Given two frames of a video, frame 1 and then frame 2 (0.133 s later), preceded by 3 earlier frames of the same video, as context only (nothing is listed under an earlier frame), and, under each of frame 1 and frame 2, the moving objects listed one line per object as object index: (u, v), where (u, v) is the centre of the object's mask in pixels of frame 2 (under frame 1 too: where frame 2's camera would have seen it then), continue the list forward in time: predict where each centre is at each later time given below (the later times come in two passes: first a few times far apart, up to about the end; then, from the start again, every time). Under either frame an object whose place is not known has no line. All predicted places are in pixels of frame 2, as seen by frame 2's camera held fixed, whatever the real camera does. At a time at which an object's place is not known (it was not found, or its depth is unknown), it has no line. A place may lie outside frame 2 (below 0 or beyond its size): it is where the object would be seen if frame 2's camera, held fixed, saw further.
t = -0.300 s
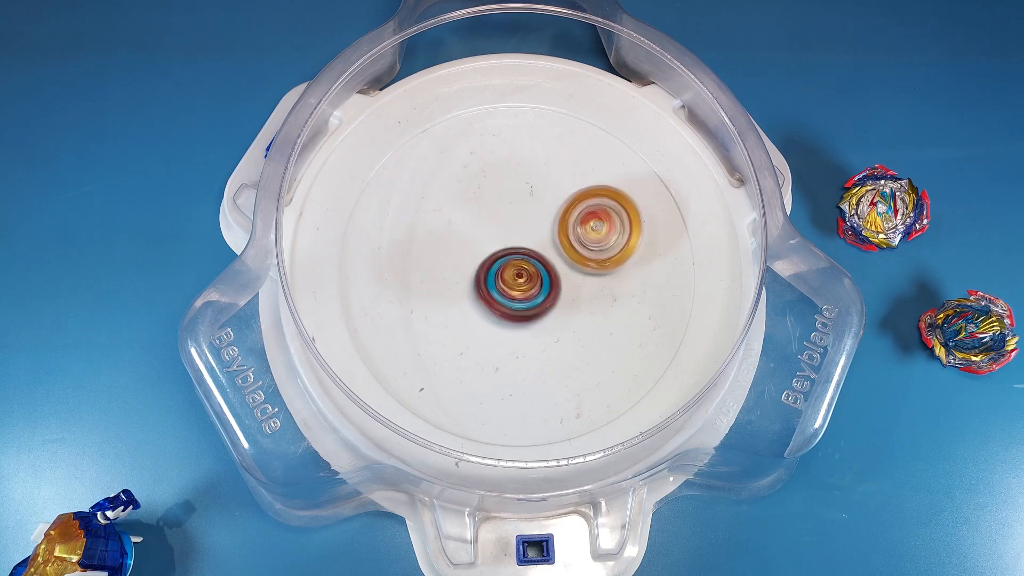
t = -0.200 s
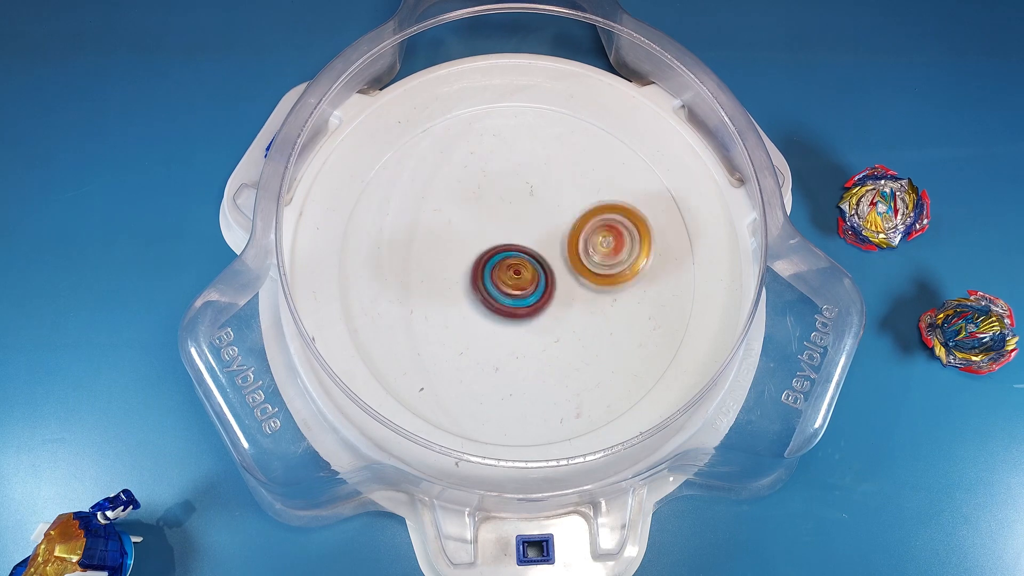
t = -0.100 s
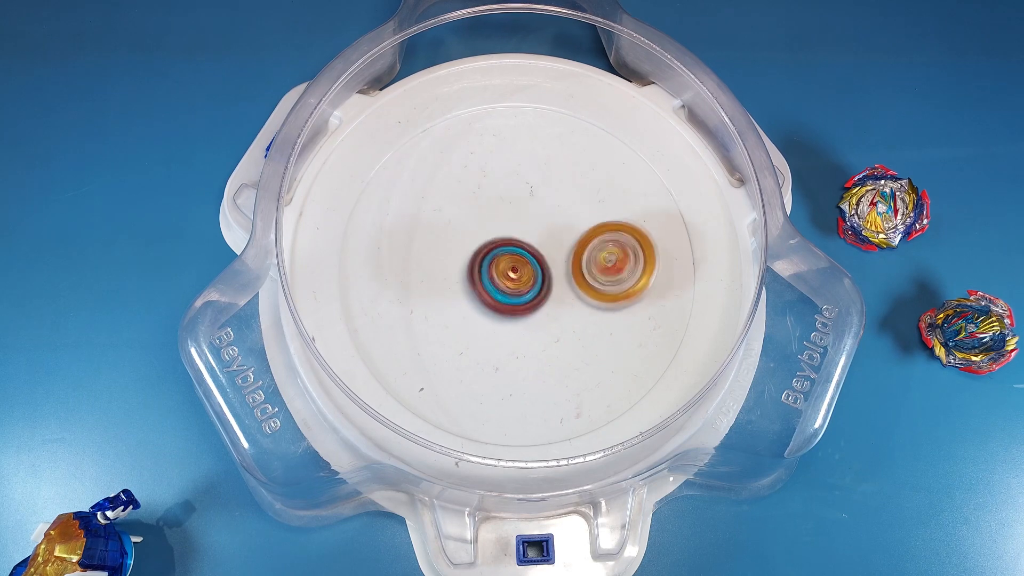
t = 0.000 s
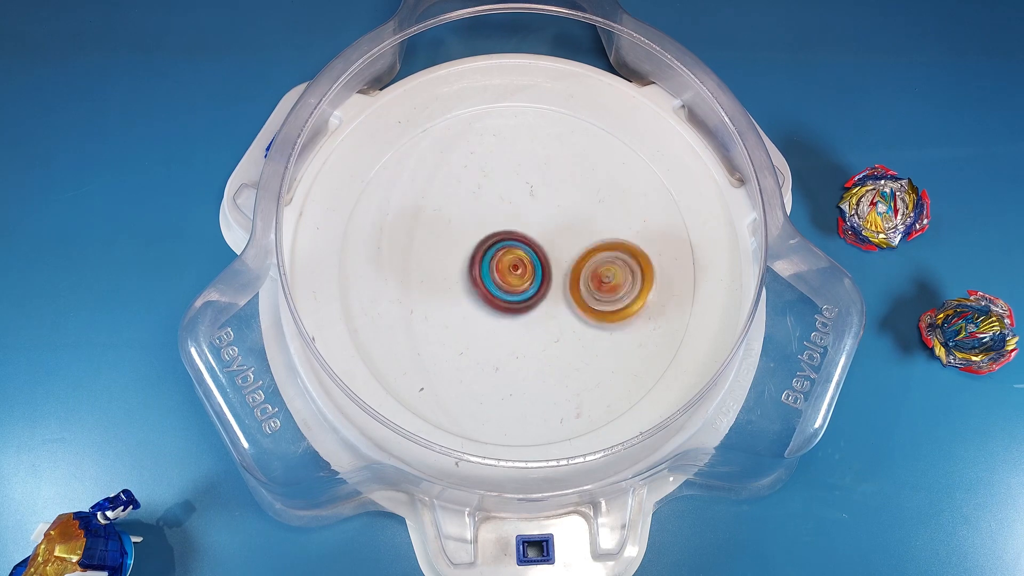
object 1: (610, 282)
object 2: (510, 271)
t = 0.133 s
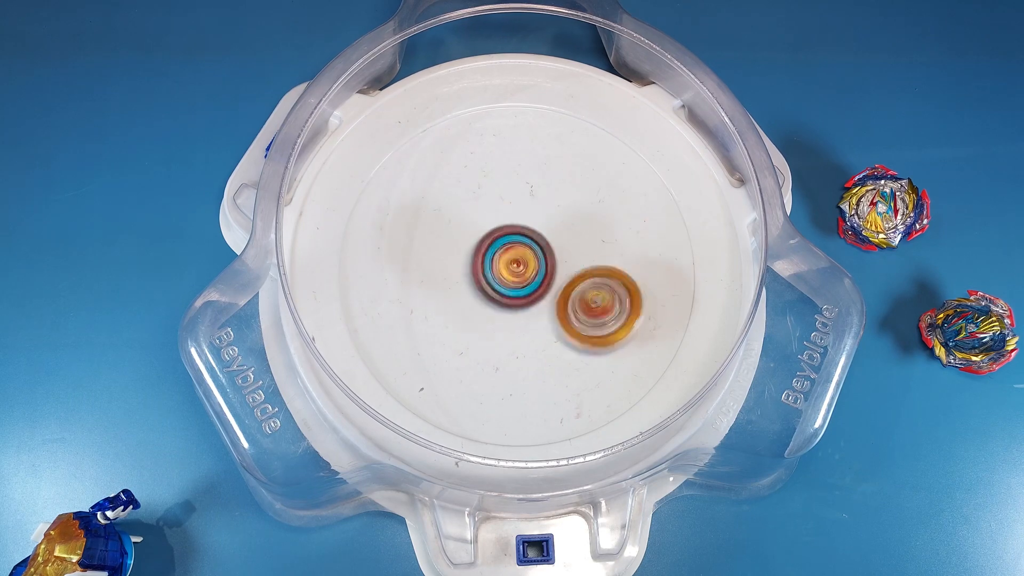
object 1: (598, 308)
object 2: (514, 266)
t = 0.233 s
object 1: (583, 325)
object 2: (519, 263)
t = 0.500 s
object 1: (528, 360)
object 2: (529, 259)
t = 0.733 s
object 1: (473, 356)
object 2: (529, 265)
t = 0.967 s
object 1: (438, 324)
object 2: (520, 269)
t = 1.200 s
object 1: (428, 275)
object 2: (512, 264)
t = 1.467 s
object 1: (421, 221)
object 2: (527, 262)
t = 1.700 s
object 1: (455, 196)
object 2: (531, 266)
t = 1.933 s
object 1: (505, 183)
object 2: (525, 288)
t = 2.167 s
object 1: (548, 203)
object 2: (511, 293)
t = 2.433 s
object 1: (580, 251)
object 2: (497, 280)
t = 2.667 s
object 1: (575, 294)
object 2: (494, 249)
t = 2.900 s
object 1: (539, 323)
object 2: (517, 233)
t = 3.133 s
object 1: (493, 315)
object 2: (544, 244)
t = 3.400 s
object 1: (459, 275)
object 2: (549, 278)
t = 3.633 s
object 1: (440, 240)
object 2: (515, 295)
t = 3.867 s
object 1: (449, 221)
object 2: (492, 286)
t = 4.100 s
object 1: (512, 203)
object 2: (494, 290)
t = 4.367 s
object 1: (527, 176)
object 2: (502, 295)
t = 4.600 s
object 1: (513, 195)
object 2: (511, 298)
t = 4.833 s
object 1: (571, 231)
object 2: (510, 304)
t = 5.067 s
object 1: (572, 219)
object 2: (504, 307)
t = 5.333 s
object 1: (556, 230)
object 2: (511, 289)
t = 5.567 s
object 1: (549, 226)
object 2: (505, 290)
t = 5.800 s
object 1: (564, 234)
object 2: (496, 289)
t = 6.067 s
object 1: (551, 222)
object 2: (511, 281)
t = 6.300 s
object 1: (555, 233)
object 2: (500, 297)
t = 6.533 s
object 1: (554, 232)
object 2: (492, 292)
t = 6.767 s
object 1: (548, 228)
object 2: (479, 275)
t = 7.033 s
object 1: (556, 233)
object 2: (477, 273)
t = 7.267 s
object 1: (551, 230)
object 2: (490, 293)
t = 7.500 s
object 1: (549, 229)
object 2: (489, 298)
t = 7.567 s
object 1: (552, 231)
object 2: (489, 293)
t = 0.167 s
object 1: (595, 313)
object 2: (515, 264)
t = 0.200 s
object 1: (589, 320)
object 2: (517, 263)
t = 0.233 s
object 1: (583, 325)
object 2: (519, 263)
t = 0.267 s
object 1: (578, 332)
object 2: (520, 262)
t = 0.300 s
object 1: (572, 336)
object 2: (521, 261)
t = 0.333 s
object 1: (566, 343)
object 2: (523, 259)
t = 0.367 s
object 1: (558, 348)
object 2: (526, 258)
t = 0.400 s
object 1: (552, 350)
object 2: (525, 258)
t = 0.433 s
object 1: (544, 355)
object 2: (526, 258)
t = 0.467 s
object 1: (536, 357)
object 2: (527, 258)
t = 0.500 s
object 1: (528, 360)
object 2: (529, 259)
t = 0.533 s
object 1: (520, 360)
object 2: (529, 259)
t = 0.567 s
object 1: (512, 361)
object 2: (529, 260)
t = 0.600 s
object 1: (504, 362)
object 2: (530, 261)
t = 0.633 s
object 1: (497, 361)
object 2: (530, 263)
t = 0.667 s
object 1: (488, 359)
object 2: (530, 263)
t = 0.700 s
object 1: (481, 357)
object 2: (529, 264)
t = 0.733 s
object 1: (473, 356)
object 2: (529, 265)
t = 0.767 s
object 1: (466, 352)
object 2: (528, 267)
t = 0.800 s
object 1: (460, 350)
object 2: (527, 267)
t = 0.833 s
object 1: (455, 346)
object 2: (526, 268)
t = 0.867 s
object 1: (451, 341)
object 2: (525, 269)
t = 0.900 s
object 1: (446, 336)
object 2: (523, 269)
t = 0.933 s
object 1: (441, 331)
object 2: (522, 269)
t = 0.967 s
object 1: (438, 324)
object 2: (520, 269)
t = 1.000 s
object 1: (434, 319)
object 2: (519, 269)
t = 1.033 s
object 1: (432, 312)
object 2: (517, 269)
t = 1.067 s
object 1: (430, 305)
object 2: (516, 268)
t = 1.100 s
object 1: (429, 297)
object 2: (515, 267)
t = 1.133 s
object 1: (429, 290)
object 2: (514, 266)
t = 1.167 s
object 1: (428, 282)
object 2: (513, 265)
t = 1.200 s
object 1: (428, 275)
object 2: (512, 264)
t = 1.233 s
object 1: (425, 267)
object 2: (517, 263)
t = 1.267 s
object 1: (419, 259)
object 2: (524, 264)
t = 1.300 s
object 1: (417, 251)
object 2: (525, 265)
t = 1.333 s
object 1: (417, 245)
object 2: (523, 264)
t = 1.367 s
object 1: (417, 239)
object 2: (524, 261)
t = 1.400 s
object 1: (417, 233)
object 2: (527, 261)
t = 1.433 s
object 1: (418, 227)
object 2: (528, 261)
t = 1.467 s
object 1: (421, 221)
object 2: (527, 262)
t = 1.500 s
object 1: (423, 216)
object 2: (527, 261)
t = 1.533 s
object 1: (427, 212)
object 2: (529, 261)
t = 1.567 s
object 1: (432, 208)
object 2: (530, 263)
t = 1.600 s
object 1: (436, 204)
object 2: (529, 264)
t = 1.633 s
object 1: (442, 201)
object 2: (530, 264)
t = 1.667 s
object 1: (449, 198)
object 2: (531, 264)
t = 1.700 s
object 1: (455, 196)
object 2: (531, 266)
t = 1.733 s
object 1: (462, 194)
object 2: (530, 267)
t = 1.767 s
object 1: (470, 193)
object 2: (529, 267)
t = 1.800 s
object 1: (478, 193)
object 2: (529, 268)
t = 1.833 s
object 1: (485, 194)
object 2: (528, 269)
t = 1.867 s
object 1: (492, 192)
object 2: (527, 273)
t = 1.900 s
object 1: (498, 184)
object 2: (527, 283)
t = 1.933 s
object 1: (505, 183)
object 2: (525, 288)
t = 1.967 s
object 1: (512, 183)
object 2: (523, 289)
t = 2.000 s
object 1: (519, 185)
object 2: (520, 291)
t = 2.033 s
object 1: (526, 188)
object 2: (518, 292)
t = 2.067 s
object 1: (533, 191)
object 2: (515, 293)
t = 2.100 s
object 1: (538, 195)
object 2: (514, 293)
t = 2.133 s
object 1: (544, 199)
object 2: (512, 293)
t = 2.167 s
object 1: (548, 203)
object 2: (511, 293)
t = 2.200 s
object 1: (553, 210)
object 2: (510, 292)
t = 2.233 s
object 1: (559, 214)
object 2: (508, 291)
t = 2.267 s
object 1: (563, 219)
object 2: (507, 290)
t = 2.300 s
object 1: (566, 226)
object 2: (506, 288)
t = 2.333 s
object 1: (569, 233)
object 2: (505, 286)
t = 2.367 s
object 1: (576, 237)
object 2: (499, 285)
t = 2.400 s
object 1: (579, 244)
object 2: (496, 283)
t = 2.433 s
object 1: (580, 251)
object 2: (497, 280)
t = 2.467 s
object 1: (580, 259)
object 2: (497, 277)
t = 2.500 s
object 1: (582, 263)
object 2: (493, 273)
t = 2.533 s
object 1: (586, 267)
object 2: (490, 269)
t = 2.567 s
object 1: (587, 272)
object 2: (490, 265)
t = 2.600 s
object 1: (586, 278)
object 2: (490, 260)
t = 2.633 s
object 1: (583, 285)
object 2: (491, 256)
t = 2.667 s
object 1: (575, 294)
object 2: (494, 249)
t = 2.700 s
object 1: (571, 298)
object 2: (497, 246)
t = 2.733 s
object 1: (566, 303)
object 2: (500, 244)
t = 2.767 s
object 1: (561, 308)
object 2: (503, 243)
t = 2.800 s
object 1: (554, 311)
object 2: (507, 242)
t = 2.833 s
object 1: (550, 318)
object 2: (510, 236)
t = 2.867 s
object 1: (545, 321)
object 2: (513, 233)
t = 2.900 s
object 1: (539, 323)
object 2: (517, 233)
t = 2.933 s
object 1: (533, 324)
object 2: (521, 233)
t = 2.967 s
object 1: (525, 324)
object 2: (524, 235)
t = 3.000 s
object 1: (519, 322)
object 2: (528, 235)
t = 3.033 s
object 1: (513, 321)
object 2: (533, 237)
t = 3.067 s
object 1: (507, 319)
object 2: (535, 240)
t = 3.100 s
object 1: (499, 318)
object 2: (542, 241)
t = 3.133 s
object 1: (493, 315)
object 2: (544, 244)
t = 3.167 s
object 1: (488, 311)
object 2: (547, 247)
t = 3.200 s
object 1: (484, 307)
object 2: (549, 252)
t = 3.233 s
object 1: (479, 303)
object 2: (551, 256)
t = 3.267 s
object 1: (475, 298)
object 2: (551, 262)
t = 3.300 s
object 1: (469, 293)
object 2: (553, 266)
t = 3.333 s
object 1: (466, 286)
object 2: (552, 268)
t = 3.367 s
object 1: (462, 281)
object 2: (550, 274)
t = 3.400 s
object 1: (459, 275)
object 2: (549, 278)
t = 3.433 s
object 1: (456, 269)
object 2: (546, 282)
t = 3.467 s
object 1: (453, 263)
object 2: (542, 286)
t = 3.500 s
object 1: (450, 258)
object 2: (538, 290)
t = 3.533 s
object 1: (448, 253)
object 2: (532, 292)
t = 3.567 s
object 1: (445, 248)
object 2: (527, 294)
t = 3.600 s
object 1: (441, 244)
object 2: (521, 295)
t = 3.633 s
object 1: (440, 240)
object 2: (515, 295)
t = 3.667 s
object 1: (438, 238)
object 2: (510, 295)
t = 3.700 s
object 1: (439, 235)
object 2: (504, 294)
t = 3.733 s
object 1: (440, 233)
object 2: (498, 292)
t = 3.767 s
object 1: (441, 230)
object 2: (494, 292)
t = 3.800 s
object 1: (443, 227)
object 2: (491, 289)
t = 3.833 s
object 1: (445, 224)
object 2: (492, 287)
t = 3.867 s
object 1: (449, 221)
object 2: (492, 286)
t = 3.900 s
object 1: (454, 217)
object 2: (490, 286)
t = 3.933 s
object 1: (462, 217)
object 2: (489, 286)
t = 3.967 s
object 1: (470, 216)
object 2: (490, 285)
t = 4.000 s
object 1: (480, 213)
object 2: (492, 288)
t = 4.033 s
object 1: (489, 211)
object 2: (490, 293)
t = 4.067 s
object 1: (501, 208)
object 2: (491, 293)
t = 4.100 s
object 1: (512, 203)
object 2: (494, 290)
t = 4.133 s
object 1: (520, 197)
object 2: (496, 291)
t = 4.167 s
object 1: (529, 190)
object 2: (498, 293)
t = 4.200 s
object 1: (530, 183)
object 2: (497, 295)
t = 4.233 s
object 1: (532, 178)
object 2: (495, 297)
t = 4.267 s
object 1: (529, 176)
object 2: (496, 297)
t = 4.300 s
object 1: (529, 174)
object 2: (498, 296)
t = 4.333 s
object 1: (528, 175)
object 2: (500, 296)
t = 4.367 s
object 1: (527, 176)
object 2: (502, 295)
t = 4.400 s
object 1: (524, 179)
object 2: (503, 295)
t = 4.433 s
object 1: (520, 180)
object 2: (506, 296)
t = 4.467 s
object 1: (516, 182)
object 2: (508, 297)
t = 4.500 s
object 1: (512, 183)
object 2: (511, 299)
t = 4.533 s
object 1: (512, 184)
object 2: (511, 300)
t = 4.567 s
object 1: (512, 189)
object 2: (511, 298)
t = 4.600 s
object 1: (513, 195)
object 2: (511, 298)
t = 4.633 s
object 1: (518, 204)
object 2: (513, 298)
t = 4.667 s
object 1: (525, 215)
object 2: (513, 300)
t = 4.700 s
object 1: (535, 223)
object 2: (515, 300)
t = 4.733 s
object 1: (547, 228)
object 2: (515, 300)
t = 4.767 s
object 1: (557, 232)
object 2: (516, 299)
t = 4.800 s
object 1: (565, 234)
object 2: (513, 302)
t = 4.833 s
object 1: (571, 231)
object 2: (510, 304)
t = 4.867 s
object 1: (574, 228)
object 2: (509, 306)
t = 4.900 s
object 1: (574, 225)
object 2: (511, 309)
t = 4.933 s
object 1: (574, 222)
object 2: (510, 312)
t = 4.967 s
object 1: (573, 220)
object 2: (507, 311)
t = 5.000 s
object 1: (573, 219)
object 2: (506, 309)
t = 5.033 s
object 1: (572, 219)
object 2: (505, 307)
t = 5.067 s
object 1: (572, 219)
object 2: (504, 307)
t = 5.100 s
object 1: (573, 219)
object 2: (505, 305)
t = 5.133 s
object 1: (573, 220)
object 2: (504, 303)
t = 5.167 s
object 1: (573, 223)
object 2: (501, 300)
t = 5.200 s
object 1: (573, 226)
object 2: (504, 298)
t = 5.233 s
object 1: (571, 229)
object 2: (507, 295)
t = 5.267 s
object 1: (568, 233)
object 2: (508, 289)
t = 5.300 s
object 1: (563, 233)
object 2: (508, 289)
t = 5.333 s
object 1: (556, 230)
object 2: (511, 289)
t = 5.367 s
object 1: (550, 226)
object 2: (513, 289)
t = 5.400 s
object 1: (550, 223)
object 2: (512, 289)
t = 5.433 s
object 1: (550, 221)
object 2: (510, 289)
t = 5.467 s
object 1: (550, 219)
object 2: (510, 287)
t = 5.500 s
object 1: (550, 219)
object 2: (508, 286)
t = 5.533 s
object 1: (549, 223)
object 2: (505, 288)
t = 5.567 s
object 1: (549, 226)
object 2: (505, 290)
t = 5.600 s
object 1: (551, 230)
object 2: (503, 293)
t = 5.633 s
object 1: (553, 233)
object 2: (500, 292)
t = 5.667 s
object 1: (556, 235)
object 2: (497, 290)
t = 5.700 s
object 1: (560, 235)
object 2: (495, 291)
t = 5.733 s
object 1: (562, 235)
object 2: (494, 292)
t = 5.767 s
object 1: (564, 235)
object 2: (495, 291)
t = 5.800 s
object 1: (564, 234)
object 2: (496, 289)
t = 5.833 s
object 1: (564, 234)
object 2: (496, 287)
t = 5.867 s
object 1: (563, 235)
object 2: (494, 284)
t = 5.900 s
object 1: (561, 235)
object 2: (496, 283)
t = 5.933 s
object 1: (559, 234)
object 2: (500, 283)
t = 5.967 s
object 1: (556, 232)
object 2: (503, 284)
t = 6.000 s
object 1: (554, 228)
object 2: (506, 281)
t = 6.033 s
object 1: (552, 224)
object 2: (509, 279)
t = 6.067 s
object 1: (551, 222)
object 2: (511, 281)
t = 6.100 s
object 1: (551, 221)
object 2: (513, 282)
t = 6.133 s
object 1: (552, 222)
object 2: (513, 284)
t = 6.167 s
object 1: (551, 225)
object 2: (510, 288)
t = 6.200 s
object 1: (551, 228)
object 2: (508, 291)
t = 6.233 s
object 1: (552, 230)
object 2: (506, 294)
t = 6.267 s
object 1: (554, 232)
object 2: (502, 296)
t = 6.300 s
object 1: (555, 233)
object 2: (500, 297)
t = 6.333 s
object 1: (556, 233)
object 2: (499, 297)
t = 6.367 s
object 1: (557, 233)
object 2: (498, 298)
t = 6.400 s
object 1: (557, 233)
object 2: (497, 298)
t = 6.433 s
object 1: (557, 233)
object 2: (496, 297)
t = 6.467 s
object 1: (556, 233)
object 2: (495, 296)
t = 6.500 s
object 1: (555, 233)
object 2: (493, 294)
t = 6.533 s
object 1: (554, 232)
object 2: (492, 292)
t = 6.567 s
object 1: (552, 232)
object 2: (490, 289)
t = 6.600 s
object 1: (551, 231)
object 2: (489, 287)
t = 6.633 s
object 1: (550, 230)
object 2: (487, 284)
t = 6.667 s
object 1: (549, 228)
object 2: (486, 281)
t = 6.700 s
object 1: (548, 228)
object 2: (484, 279)
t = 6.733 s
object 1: (548, 227)
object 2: (482, 277)
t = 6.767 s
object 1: (548, 228)
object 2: (479, 275)
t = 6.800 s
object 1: (549, 228)
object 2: (477, 273)
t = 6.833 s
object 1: (549, 229)
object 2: (475, 272)
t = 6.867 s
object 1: (550, 230)
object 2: (474, 272)
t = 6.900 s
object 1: (551, 231)
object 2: (473, 271)
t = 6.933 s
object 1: (553, 232)
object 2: (473, 271)
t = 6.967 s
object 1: (554, 233)
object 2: (474, 272)
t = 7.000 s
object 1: (555, 233)
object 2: (475, 272)
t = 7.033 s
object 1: (556, 233)
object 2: (477, 273)
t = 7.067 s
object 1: (557, 233)
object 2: (479, 275)
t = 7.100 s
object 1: (556, 233)
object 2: (482, 277)
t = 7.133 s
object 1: (556, 233)
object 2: (484, 279)
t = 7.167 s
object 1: (555, 233)
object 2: (487, 282)
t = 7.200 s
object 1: (553, 232)
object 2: (488, 286)
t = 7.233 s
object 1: (552, 231)
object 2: (489, 289)
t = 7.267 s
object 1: (551, 230)
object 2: (490, 293)
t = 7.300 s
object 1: (550, 229)
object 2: (489, 296)
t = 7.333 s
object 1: (549, 228)
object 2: (489, 298)
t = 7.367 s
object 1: (549, 228)
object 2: (489, 300)
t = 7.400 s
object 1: (548, 227)
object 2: (488, 301)
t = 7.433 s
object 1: (548, 228)
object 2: (488, 301)
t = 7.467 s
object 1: (549, 228)
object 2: (488, 300)
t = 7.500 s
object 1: (549, 229)
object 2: (489, 298)
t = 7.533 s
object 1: (550, 230)
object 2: (489, 296)
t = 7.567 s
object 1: (552, 231)
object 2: (489, 293)
